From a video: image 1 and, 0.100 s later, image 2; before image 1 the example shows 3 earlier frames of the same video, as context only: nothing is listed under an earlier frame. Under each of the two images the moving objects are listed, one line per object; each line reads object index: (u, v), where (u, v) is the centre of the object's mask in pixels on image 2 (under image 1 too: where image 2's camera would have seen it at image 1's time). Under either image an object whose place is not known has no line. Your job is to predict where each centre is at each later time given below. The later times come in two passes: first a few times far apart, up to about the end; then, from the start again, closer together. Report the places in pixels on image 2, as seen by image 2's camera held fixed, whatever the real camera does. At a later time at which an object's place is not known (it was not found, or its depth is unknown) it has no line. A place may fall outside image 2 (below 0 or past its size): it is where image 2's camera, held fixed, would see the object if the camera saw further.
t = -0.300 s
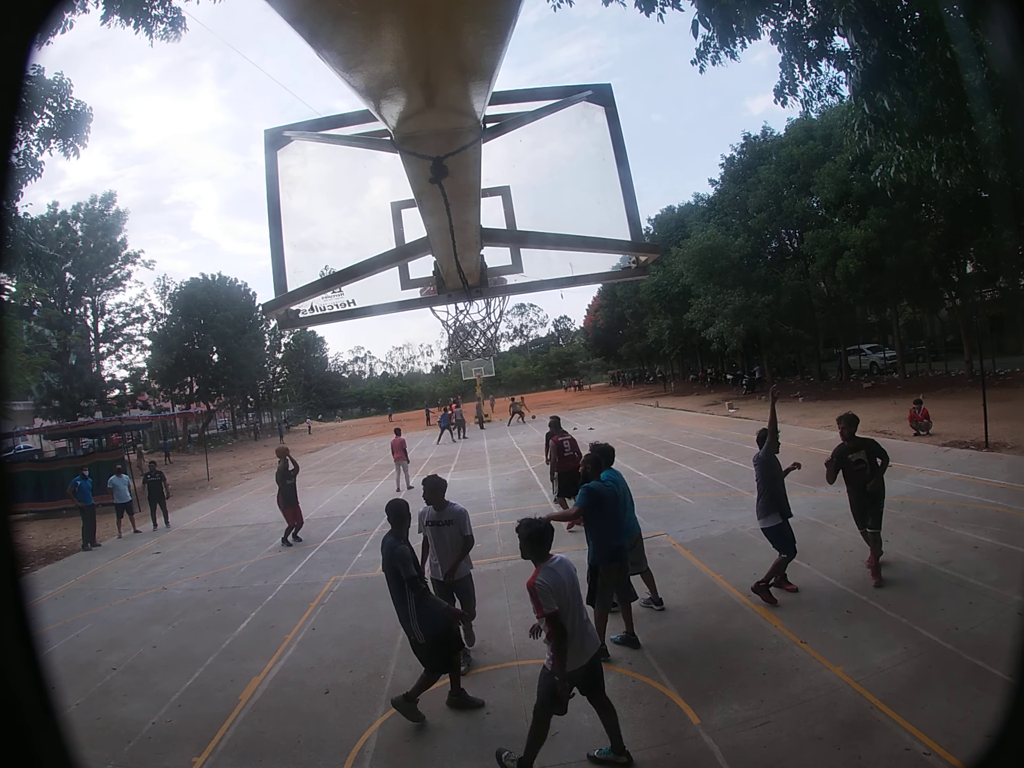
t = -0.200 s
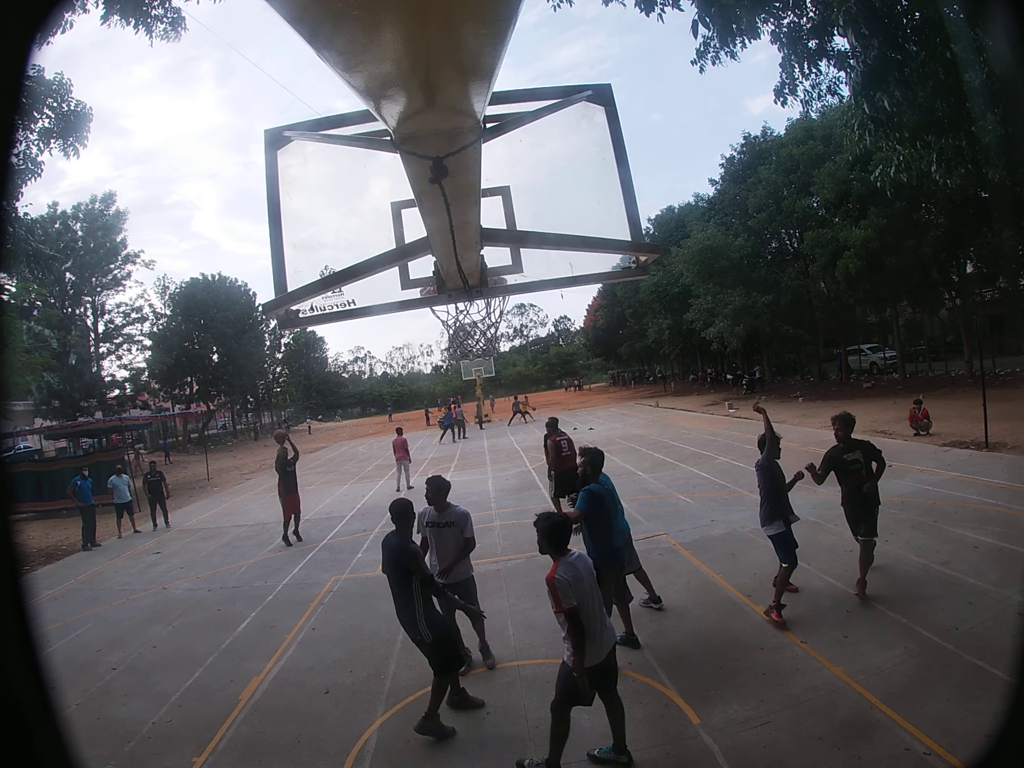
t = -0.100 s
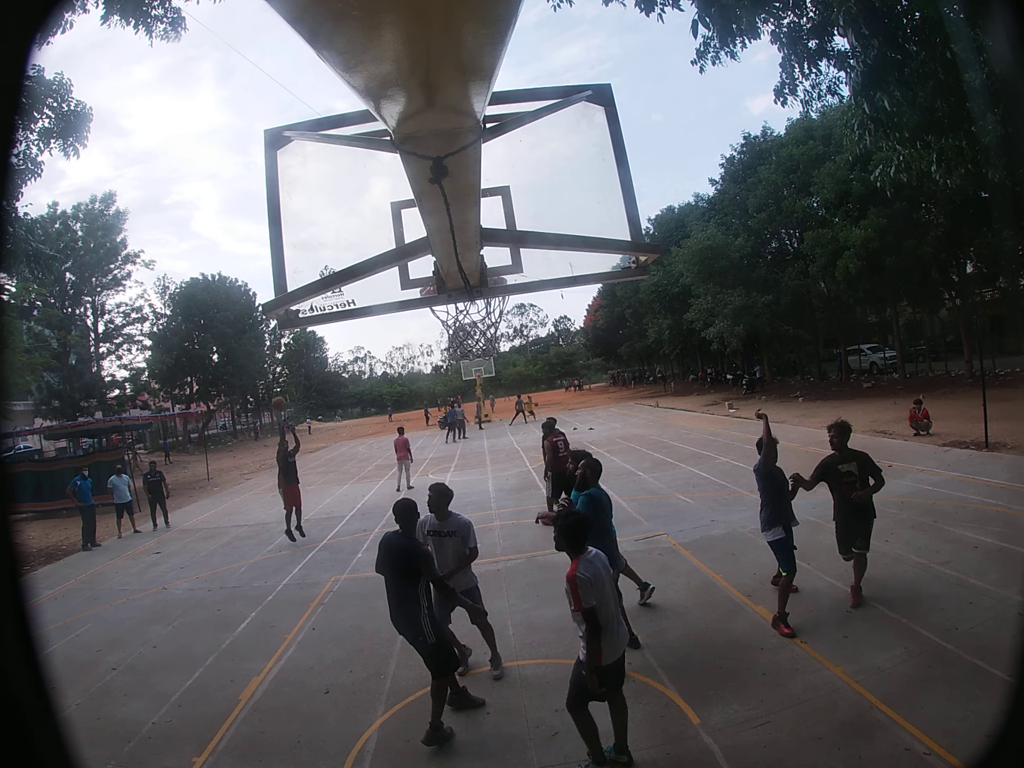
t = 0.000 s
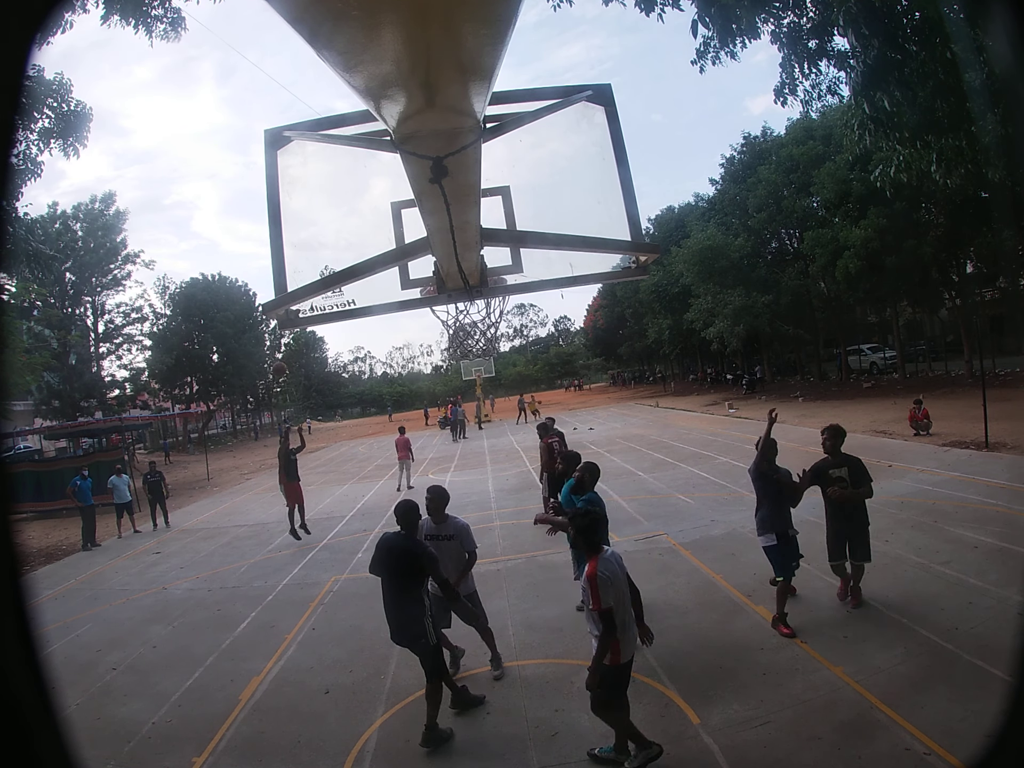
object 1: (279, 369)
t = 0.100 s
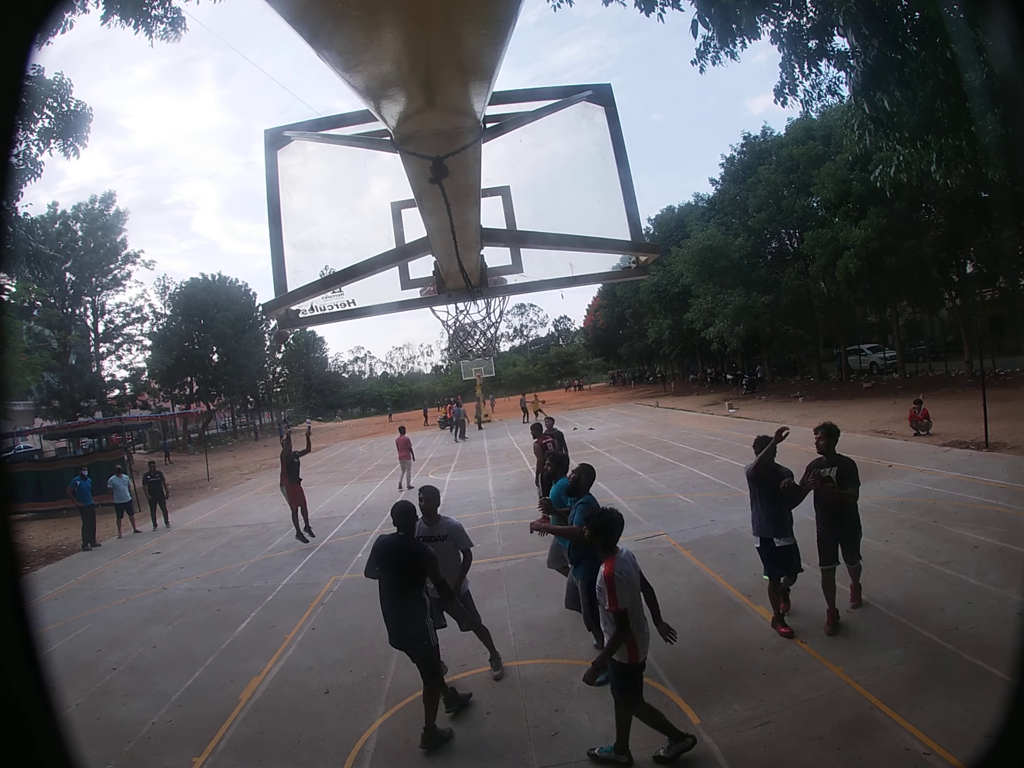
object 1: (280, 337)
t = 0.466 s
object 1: (300, 238)
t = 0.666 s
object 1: (322, 211)
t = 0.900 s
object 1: (372, 229)
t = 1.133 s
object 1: (375, 234)
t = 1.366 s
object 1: (346, 253)
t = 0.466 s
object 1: (300, 238)
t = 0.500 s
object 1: (303, 232)
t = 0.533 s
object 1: (306, 226)
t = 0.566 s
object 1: (310, 221)
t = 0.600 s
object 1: (313, 217)
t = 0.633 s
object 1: (317, 214)
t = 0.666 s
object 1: (322, 211)
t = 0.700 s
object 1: (327, 210)
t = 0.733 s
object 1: (332, 209)
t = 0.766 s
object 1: (338, 210)
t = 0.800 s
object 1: (345, 212)
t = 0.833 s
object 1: (353, 216)
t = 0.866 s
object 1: (362, 221)
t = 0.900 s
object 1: (372, 229)
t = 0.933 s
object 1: (379, 237)
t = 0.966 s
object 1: (390, 242)
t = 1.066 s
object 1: (387, 238)
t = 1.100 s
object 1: (380, 236)
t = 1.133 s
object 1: (375, 234)
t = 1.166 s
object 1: (371, 233)
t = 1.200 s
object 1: (366, 233)
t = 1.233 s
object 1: (361, 234)
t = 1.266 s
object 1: (356, 237)
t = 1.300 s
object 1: (353, 241)
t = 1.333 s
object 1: (349, 247)
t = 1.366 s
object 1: (346, 253)
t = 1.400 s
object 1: (342, 258)
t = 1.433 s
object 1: (338, 264)
